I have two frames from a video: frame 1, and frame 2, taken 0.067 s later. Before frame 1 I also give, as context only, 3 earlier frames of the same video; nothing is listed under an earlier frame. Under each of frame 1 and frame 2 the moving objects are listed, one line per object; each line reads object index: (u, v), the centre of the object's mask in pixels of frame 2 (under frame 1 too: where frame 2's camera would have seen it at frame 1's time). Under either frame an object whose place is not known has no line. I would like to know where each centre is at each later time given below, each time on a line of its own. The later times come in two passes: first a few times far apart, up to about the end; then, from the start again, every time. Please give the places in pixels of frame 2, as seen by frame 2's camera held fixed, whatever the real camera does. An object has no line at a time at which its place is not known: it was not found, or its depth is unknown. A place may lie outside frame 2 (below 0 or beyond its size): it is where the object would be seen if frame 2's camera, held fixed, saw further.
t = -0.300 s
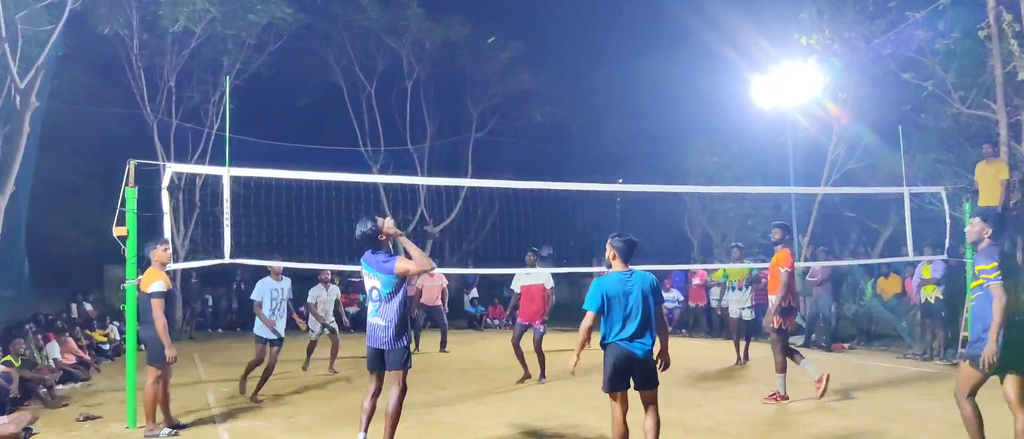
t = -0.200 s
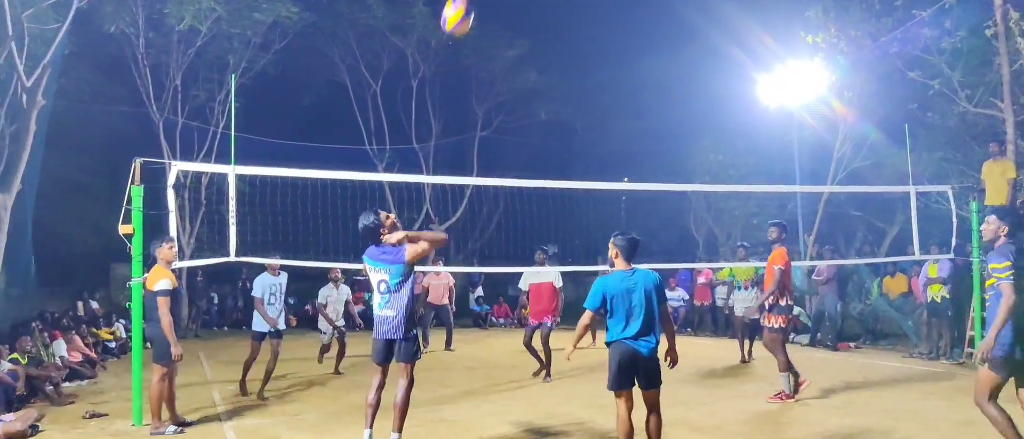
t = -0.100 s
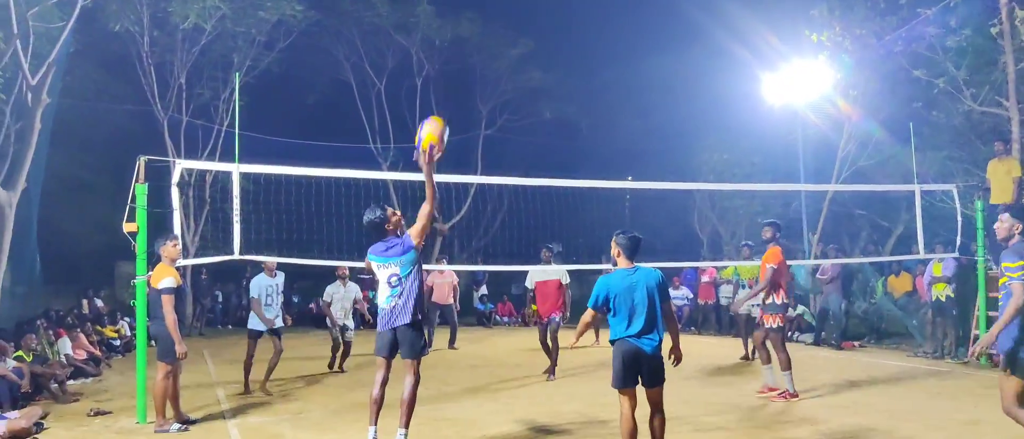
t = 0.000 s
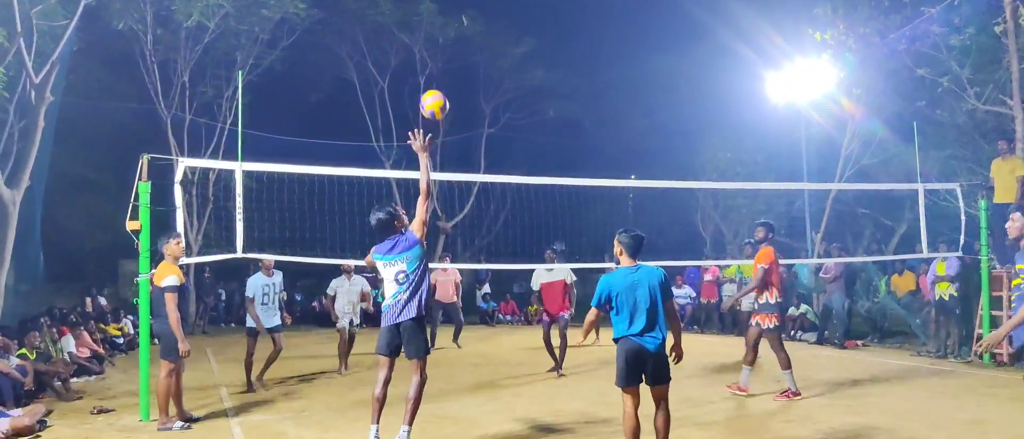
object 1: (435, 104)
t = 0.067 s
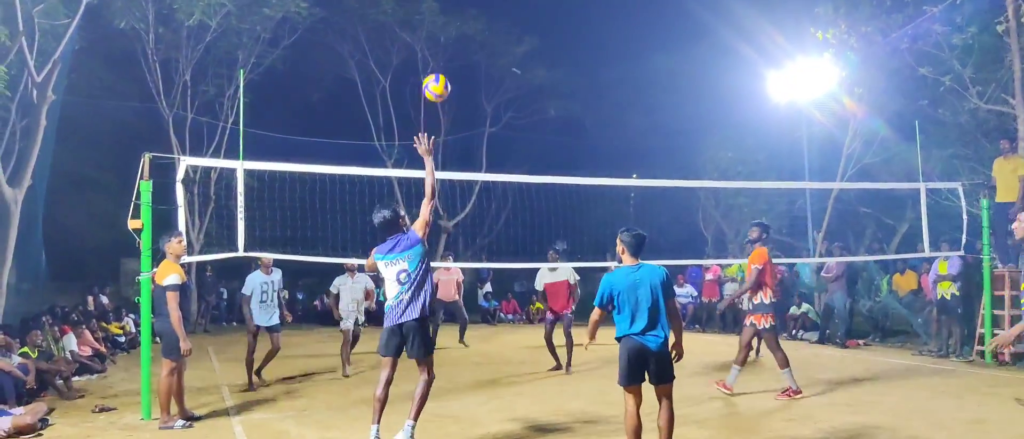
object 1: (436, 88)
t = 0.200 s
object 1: (438, 74)
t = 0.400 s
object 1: (441, 89)
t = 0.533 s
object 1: (442, 120)
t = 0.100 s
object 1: (436, 82)
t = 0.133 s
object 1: (437, 78)
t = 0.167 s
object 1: (438, 75)
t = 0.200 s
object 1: (438, 74)
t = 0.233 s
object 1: (438, 73)
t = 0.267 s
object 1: (439, 75)
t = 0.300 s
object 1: (439, 77)
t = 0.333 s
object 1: (440, 80)
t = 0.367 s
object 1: (440, 84)
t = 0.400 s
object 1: (441, 89)
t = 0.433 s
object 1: (441, 96)
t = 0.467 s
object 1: (442, 103)
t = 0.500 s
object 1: (442, 111)
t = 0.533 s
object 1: (442, 120)
